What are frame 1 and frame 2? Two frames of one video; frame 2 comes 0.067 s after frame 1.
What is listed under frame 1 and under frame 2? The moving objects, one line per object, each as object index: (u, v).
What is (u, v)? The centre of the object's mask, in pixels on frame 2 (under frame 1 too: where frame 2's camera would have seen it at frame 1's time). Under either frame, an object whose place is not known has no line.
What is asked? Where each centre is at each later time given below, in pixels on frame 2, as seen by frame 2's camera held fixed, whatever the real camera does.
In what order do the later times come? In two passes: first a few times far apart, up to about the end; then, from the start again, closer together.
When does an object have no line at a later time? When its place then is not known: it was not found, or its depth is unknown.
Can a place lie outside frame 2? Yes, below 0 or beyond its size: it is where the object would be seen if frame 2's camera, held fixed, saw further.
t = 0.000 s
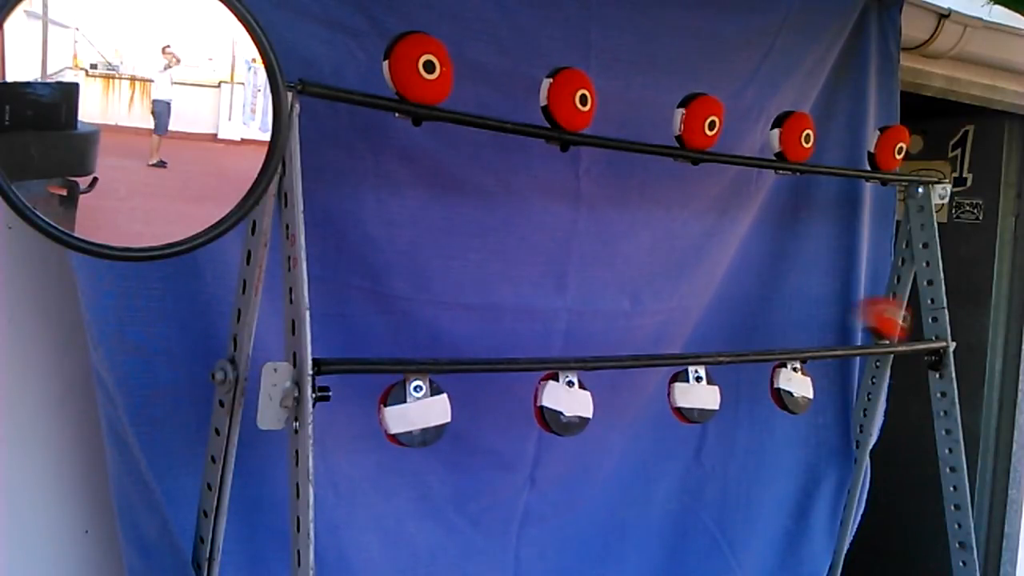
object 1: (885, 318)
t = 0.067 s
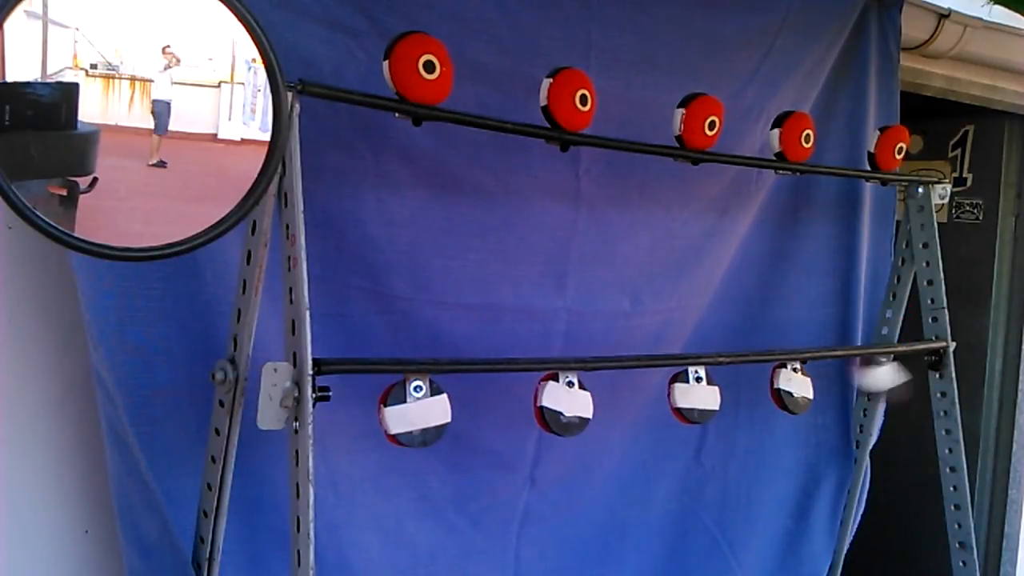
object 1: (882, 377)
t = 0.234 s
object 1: (859, 342)
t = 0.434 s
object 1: (899, 376)
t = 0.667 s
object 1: (868, 374)
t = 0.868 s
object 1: (891, 380)
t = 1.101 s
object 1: (877, 378)
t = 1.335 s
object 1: (882, 379)
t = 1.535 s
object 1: (877, 378)
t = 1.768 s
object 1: (881, 379)
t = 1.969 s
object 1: (879, 378)
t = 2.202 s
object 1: (880, 379)
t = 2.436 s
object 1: (886, 379)
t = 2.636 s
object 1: (879, 379)
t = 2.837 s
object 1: (886, 379)
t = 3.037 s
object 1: (878, 378)
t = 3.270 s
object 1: (885, 379)
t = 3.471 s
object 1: (878, 378)
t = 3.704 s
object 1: (885, 379)
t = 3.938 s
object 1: (877, 378)
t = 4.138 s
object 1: (883, 379)
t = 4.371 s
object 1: (879, 379)
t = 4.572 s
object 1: (882, 379)
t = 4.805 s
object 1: (880, 379)
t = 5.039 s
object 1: (881, 379)
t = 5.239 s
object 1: (881, 379)
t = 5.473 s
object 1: (881, 379)
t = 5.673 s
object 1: (881, 379)
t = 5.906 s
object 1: (881, 379)
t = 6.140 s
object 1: (881, 379)
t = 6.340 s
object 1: (881, 379)
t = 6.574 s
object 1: (881, 379)
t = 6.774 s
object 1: (881, 380)
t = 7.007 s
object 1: (881, 380)
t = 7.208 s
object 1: (881, 380)
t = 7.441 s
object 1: (881, 379)
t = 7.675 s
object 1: (881, 379)
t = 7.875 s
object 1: (881, 379)
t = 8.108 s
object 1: (881, 379)
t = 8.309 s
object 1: (881, 379)
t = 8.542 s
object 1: (881, 379)
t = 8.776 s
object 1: (881, 380)
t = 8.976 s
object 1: (881, 380)
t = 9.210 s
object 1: (881, 380)
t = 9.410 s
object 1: (881, 380)
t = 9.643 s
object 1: (881, 380)
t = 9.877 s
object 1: (881, 380)
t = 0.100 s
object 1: (898, 377)
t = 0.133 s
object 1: (881, 380)
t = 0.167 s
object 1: (867, 371)
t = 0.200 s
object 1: (859, 357)
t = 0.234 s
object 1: (859, 342)
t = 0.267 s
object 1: (862, 338)
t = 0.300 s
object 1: (860, 357)
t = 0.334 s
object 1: (865, 371)
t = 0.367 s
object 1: (880, 379)
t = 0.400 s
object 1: (896, 378)
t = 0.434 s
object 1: (899, 376)
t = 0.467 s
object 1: (890, 380)
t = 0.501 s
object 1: (878, 379)
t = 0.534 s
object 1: (868, 373)
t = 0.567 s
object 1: (862, 369)
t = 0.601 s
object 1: (860, 367)
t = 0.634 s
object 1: (863, 369)
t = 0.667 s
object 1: (868, 374)
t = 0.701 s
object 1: (878, 379)
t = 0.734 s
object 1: (890, 379)
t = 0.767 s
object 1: (897, 377)
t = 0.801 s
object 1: (900, 375)
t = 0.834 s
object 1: (897, 377)
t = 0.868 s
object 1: (891, 380)
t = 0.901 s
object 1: (881, 379)
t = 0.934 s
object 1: (871, 375)
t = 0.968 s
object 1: (866, 372)
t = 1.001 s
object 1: (864, 371)
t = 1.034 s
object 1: (864, 371)
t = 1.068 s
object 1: (869, 374)
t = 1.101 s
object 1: (877, 378)
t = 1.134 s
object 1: (886, 379)
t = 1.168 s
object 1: (893, 378)
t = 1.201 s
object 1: (897, 377)
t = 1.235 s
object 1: (898, 376)
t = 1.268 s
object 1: (896, 378)
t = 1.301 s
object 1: (890, 379)
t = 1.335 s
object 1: (882, 379)
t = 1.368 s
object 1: (873, 376)
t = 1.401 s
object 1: (868, 373)
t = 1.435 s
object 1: (865, 372)
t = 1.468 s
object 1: (866, 373)
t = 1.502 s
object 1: (870, 375)
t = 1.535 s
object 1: (877, 378)
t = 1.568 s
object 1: (886, 380)
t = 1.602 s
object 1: (892, 378)
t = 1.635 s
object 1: (895, 378)
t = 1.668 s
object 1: (895, 377)
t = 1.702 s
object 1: (893, 378)
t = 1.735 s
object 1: (889, 379)
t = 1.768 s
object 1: (881, 379)
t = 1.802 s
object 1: (874, 377)
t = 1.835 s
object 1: (869, 375)
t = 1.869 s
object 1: (868, 374)
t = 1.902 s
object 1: (869, 374)
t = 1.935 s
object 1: (872, 375)
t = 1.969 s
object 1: (879, 378)
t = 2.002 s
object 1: (886, 379)
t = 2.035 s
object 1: (891, 378)
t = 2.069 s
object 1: (893, 378)
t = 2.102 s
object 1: (893, 378)
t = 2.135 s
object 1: (891, 379)
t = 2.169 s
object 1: (886, 379)
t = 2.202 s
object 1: (880, 379)
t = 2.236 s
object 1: (874, 377)
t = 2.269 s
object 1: (870, 375)
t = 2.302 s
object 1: (869, 375)
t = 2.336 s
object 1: (870, 375)
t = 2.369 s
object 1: (874, 377)
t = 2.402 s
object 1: (880, 379)
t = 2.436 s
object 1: (886, 379)
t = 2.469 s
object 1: (890, 379)
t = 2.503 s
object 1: (892, 378)
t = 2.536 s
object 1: (891, 378)
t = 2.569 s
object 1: (889, 379)
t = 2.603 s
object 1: (885, 379)
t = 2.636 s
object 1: (879, 379)
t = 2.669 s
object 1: (875, 377)
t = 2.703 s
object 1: (872, 376)
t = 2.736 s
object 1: (873, 376)
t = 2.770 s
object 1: (877, 378)
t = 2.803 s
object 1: (881, 379)
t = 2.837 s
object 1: (886, 379)
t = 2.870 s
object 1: (888, 379)
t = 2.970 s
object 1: (887, 379)
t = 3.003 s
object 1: (883, 379)
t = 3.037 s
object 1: (878, 378)
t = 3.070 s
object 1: (875, 377)
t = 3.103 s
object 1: (873, 377)
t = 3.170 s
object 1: (875, 377)
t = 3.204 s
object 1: (878, 378)
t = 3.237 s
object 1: (882, 379)
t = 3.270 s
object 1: (885, 379)
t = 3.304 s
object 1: (887, 379)
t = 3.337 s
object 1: (888, 379)
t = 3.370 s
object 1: (887, 379)
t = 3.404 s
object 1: (885, 379)
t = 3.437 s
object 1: (881, 379)
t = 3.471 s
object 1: (878, 378)
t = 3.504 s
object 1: (876, 378)
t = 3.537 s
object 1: (875, 377)
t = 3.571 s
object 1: (875, 377)
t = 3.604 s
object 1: (877, 378)
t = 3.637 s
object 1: (880, 378)
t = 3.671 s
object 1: (882, 379)
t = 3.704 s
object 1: (885, 379)
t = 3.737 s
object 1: (886, 379)
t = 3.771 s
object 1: (886, 379)
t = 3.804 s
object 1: (885, 379)
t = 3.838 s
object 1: (883, 379)
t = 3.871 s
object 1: (881, 379)
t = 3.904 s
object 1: (878, 378)
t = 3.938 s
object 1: (877, 378)
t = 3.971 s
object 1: (877, 378)
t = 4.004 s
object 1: (877, 378)
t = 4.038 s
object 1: (879, 378)
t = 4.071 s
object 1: (880, 379)
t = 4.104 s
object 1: (882, 379)
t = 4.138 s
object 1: (883, 379)
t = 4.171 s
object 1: (884, 379)
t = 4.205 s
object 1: (883, 379)
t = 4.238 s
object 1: (883, 379)
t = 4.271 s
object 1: (882, 379)
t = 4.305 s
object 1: (880, 379)
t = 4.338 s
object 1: (879, 379)
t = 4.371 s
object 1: (879, 379)
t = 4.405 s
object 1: (879, 379)
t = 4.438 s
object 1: (879, 379)
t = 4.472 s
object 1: (880, 379)
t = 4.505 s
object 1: (881, 379)
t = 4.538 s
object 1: (881, 379)
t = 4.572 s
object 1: (882, 379)
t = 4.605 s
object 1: (882, 379)
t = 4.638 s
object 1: (882, 379)
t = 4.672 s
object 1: (882, 379)
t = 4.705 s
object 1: (881, 379)
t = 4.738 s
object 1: (881, 379)
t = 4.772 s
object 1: (880, 379)
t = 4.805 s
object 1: (880, 379)
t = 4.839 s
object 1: (880, 379)
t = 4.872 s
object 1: (880, 379)
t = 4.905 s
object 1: (880, 379)
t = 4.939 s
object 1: (881, 379)
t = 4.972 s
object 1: (881, 379)
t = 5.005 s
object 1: (881, 379)
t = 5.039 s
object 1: (881, 379)
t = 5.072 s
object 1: (881, 379)
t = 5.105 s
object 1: (881, 379)
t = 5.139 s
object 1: (881, 379)
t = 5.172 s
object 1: (881, 379)
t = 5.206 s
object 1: (881, 379)
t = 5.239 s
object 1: (881, 379)
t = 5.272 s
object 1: (881, 379)
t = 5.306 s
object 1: (881, 379)
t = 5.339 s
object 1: (881, 379)
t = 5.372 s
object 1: (881, 379)
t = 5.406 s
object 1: (881, 379)
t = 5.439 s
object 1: (881, 379)
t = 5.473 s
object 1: (881, 379)
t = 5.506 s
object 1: (881, 379)
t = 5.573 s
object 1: (881, 379)
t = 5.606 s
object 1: (881, 379)
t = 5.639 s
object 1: (881, 379)
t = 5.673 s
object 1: (881, 379)
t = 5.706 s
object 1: (881, 379)
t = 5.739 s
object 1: (881, 379)
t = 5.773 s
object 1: (881, 379)
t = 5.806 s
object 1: (881, 379)
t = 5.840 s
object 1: (881, 379)
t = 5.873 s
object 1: (881, 379)
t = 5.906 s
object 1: (881, 379)
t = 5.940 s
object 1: (881, 379)
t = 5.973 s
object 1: (881, 379)
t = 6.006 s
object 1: (881, 379)
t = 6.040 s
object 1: (881, 379)
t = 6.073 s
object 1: (881, 379)
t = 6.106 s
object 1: (881, 379)
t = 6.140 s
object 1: (881, 379)
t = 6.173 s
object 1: (881, 379)
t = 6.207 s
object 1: (881, 379)
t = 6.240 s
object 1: (881, 379)
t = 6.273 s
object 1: (881, 379)
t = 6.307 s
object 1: (881, 379)
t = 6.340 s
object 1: (881, 379)
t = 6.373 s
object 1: (881, 379)
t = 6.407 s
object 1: (881, 379)
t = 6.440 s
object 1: (881, 379)
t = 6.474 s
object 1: (881, 379)
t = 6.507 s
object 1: (881, 379)
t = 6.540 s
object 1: (881, 379)
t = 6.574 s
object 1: (881, 379)
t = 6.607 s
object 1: (881, 379)
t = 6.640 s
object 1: (881, 379)
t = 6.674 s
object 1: (881, 379)
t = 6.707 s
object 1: (881, 379)
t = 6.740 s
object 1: (881, 379)
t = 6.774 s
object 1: (881, 380)
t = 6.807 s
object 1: (881, 380)
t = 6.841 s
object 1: (881, 380)
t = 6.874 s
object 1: (881, 380)
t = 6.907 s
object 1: (881, 380)
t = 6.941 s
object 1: (881, 380)
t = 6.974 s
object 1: (881, 380)
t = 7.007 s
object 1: (881, 380)
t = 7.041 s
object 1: (881, 380)
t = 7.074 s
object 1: (881, 380)
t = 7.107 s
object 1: (881, 380)
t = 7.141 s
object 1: (881, 380)
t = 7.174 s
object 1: (881, 380)
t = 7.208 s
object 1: (881, 380)
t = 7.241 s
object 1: (881, 380)
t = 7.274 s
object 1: (881, 380)
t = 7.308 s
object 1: (881, 380)
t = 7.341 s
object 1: (881, 380)
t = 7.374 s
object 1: (881, 380)
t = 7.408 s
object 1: (881, 380)
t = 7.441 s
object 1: (881, 379)
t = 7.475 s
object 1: (881, 379)
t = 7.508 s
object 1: (881, 379)
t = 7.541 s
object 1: (881, 379)
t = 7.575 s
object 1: (881, 379)
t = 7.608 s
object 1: (881, 379)
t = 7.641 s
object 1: (881, 379)
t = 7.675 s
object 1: (881, 379)
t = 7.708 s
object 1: (881, 379)
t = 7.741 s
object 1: (881, 379)
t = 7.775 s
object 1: (881, 379)
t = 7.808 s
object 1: (881, 379)
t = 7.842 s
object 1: (881, 379)
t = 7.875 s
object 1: (881, 379)
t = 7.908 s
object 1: (881, 379)
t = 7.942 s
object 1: (881, 379)
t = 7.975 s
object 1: (881, 379)
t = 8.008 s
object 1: (881, 379)
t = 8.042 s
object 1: (881, 379)
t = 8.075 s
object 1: (881, 379)
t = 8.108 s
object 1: (881, 379)
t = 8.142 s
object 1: (881, 379)
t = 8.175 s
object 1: (881, 379)
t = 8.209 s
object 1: (881, 379)
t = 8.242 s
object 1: (881, 379)
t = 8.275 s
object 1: (881, 379)
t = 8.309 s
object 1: (881, 379)
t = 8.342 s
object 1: (881, 379)
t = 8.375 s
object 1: (881, 379)
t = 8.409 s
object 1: (881, 379)
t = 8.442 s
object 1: (881, 379)
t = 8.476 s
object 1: (881, 379)
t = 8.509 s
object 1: (881, 380)
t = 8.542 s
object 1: (881, 379)
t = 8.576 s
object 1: (881, 380)
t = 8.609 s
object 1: (881, 380)
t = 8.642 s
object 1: (881, 380)
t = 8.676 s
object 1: (881, 380)
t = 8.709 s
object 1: (881, 380)
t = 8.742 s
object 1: (881, 380)
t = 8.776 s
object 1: (881, 380)
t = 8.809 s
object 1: (881, 380)
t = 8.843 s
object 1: (881, 380)
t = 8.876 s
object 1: (881, 380)
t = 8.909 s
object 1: (881, 380)
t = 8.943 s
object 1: (881, 380)
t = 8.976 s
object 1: (881, 380)
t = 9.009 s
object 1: (881, 380)
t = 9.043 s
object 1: (881, 380)
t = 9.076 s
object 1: (881, 380)
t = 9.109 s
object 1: (881, 380)
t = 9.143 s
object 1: (881, 380)
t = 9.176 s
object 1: (881, 380)
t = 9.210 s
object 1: (881, 380)
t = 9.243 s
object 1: (881, 380)
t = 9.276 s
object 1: (881, 380)
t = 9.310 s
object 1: (881, 380)
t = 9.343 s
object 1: (881, 380)
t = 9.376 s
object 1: (881, 380)
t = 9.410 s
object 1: (881, 380)
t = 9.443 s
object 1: (881, 380)
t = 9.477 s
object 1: (881, 380)
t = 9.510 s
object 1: (881, 380)
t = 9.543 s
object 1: (881, 380)
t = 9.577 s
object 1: (881, 380)
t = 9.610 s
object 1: (881, 380)
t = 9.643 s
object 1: (881, 380)
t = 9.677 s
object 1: (881, 380)
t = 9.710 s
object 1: (881, 380)
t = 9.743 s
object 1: (881, 380)
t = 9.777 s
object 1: (881, 380)
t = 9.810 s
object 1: (881, 380)
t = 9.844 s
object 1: (881, 380)
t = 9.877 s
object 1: (881, 380)
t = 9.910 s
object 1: (881, 380)
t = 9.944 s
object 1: (880, 380)
